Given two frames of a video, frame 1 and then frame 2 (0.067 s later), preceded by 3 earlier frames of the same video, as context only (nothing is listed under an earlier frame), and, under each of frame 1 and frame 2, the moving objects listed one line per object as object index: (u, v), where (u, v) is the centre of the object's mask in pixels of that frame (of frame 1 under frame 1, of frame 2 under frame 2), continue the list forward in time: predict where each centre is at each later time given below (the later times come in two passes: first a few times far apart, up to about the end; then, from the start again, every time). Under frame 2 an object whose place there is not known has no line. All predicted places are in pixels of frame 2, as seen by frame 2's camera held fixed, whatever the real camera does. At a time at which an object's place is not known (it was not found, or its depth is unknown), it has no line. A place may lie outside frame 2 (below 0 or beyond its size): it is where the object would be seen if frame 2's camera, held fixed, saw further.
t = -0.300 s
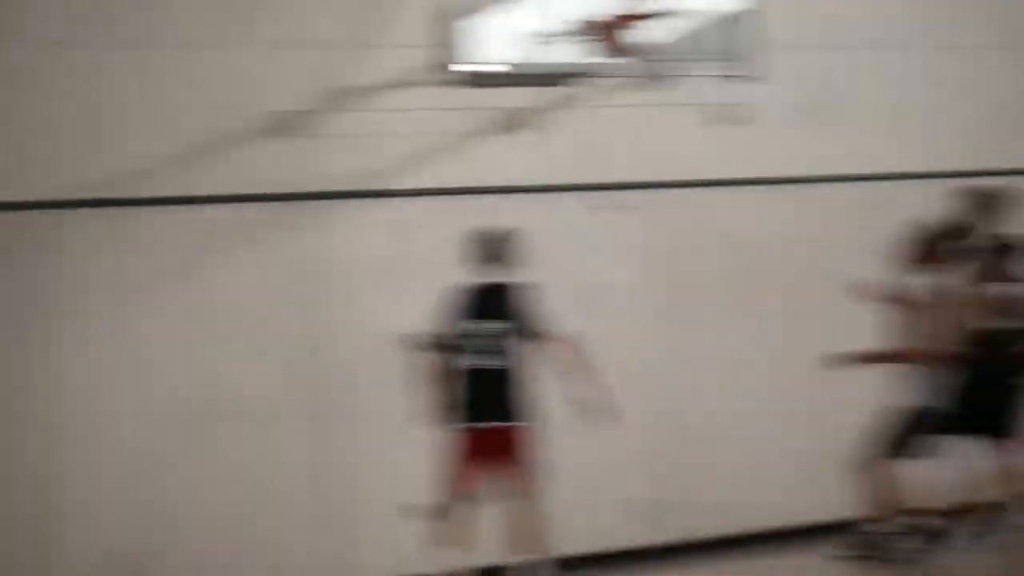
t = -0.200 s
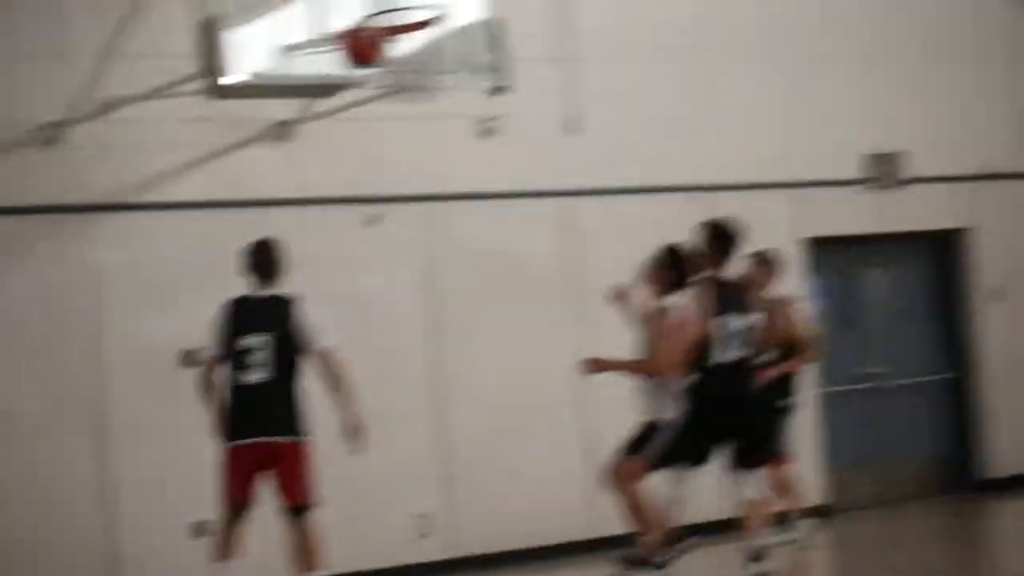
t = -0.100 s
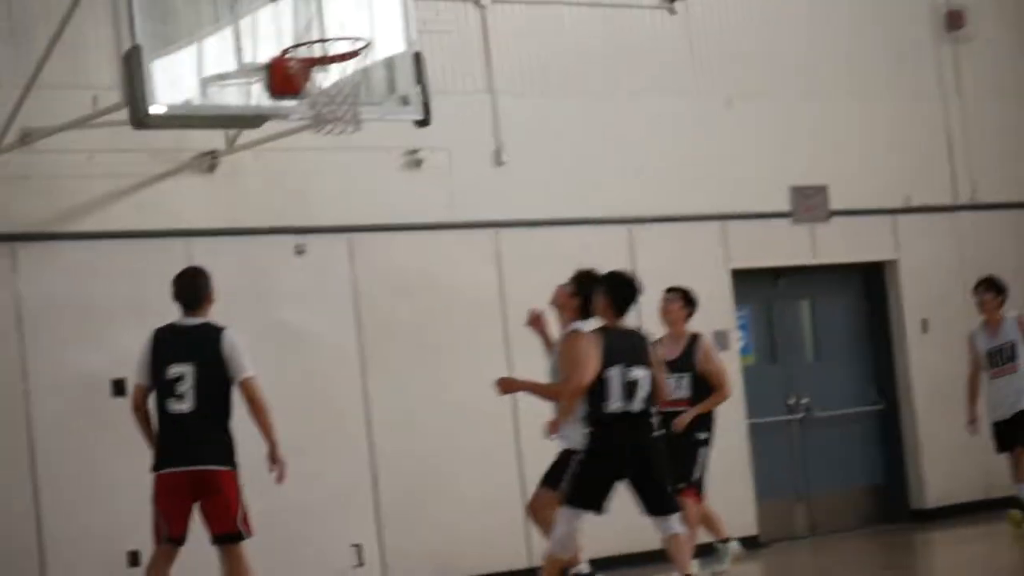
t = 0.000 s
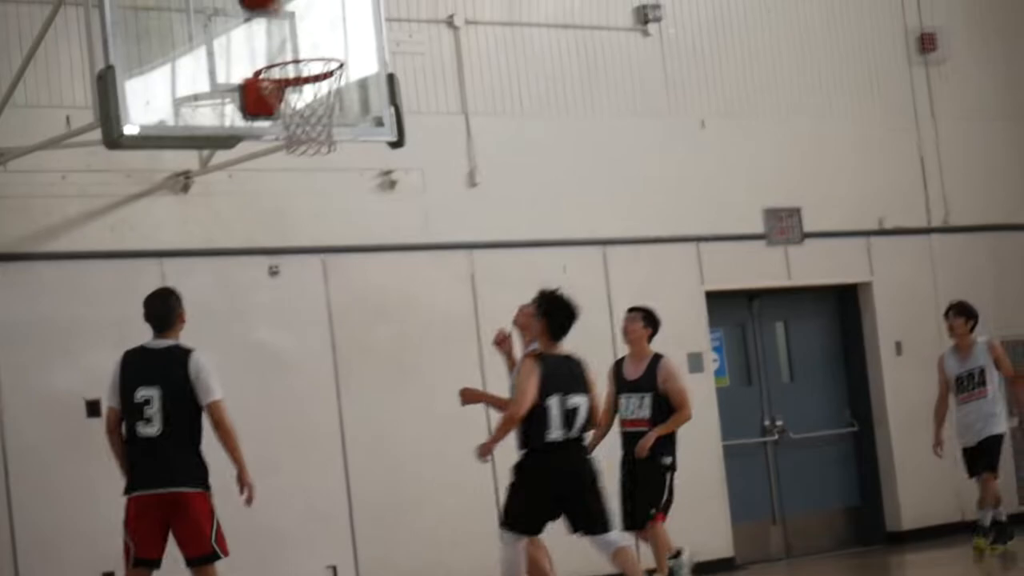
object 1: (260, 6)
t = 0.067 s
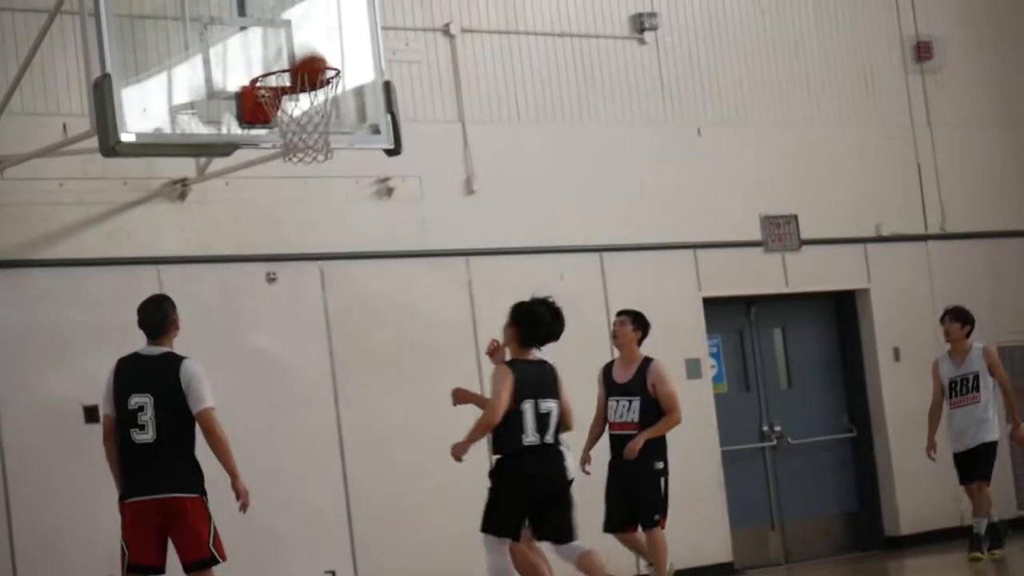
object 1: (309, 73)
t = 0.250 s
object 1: (318, 145)
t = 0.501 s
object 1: (298, 275)
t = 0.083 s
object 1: (323, 91)
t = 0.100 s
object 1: (328, 105)
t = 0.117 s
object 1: (330, 115)
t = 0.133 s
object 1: (330, 120)
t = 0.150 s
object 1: (328, 123)
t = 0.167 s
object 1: (326, 126)
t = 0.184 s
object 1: (324, 135)
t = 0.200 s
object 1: (322, 135)
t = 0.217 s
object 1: (320, 137)
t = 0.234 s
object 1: (319, 140)
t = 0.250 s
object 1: (318, 145)
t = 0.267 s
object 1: (315, 150)
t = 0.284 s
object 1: (313, 156)
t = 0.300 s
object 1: (312, 162)
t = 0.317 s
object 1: (310, 168)
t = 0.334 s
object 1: (309, 175)
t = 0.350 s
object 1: (308, 182)
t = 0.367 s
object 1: (306, 191)
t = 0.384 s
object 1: (305, 200)
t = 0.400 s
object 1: (304, 209)
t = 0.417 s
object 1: (303, 218)
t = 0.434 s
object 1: (302, 229)
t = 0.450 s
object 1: (301, 239)
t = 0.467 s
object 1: (299, 250)
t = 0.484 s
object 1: (299, 261)
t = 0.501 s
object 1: (298, 275)
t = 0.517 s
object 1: (297, 287)
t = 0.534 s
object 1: (296, 300)
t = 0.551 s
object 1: (295, 314)
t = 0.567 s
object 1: (294, 328)
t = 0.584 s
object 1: (293, 343)
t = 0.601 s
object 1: (293, 358)
